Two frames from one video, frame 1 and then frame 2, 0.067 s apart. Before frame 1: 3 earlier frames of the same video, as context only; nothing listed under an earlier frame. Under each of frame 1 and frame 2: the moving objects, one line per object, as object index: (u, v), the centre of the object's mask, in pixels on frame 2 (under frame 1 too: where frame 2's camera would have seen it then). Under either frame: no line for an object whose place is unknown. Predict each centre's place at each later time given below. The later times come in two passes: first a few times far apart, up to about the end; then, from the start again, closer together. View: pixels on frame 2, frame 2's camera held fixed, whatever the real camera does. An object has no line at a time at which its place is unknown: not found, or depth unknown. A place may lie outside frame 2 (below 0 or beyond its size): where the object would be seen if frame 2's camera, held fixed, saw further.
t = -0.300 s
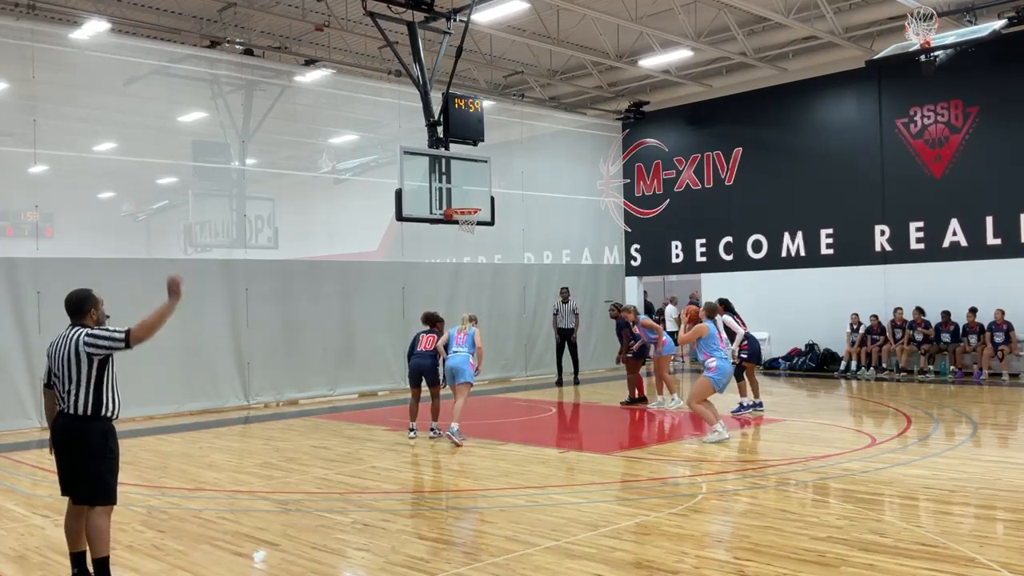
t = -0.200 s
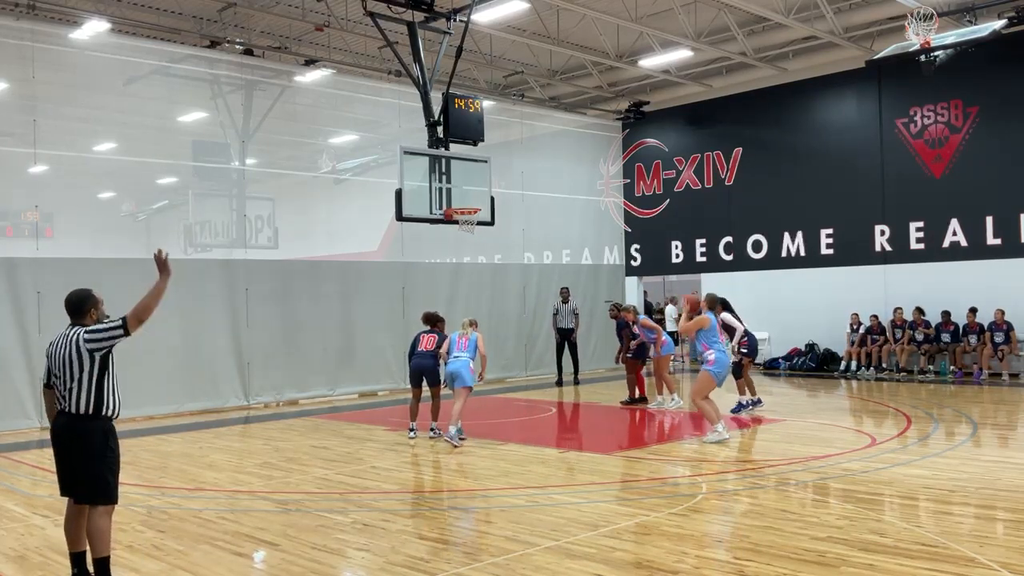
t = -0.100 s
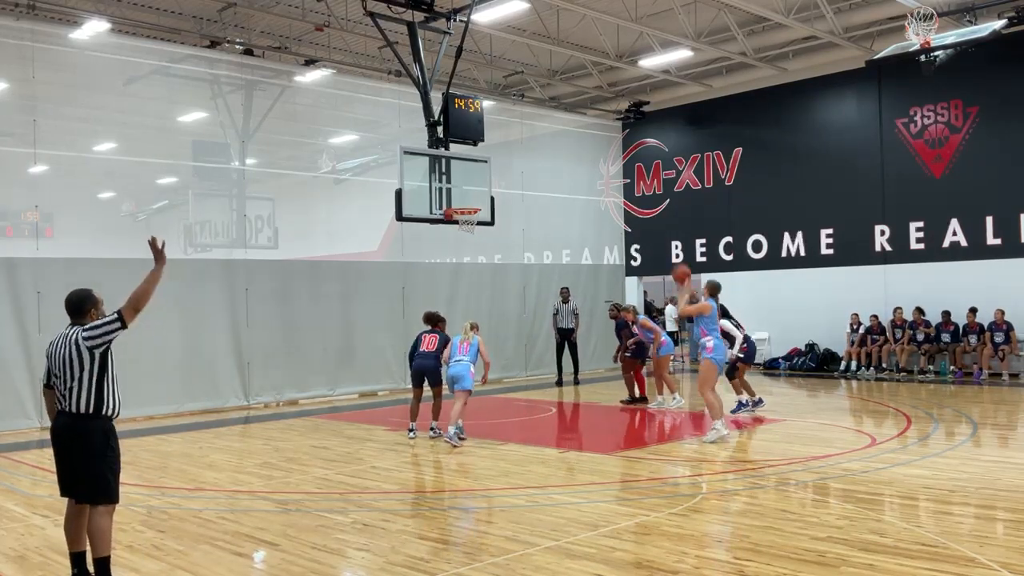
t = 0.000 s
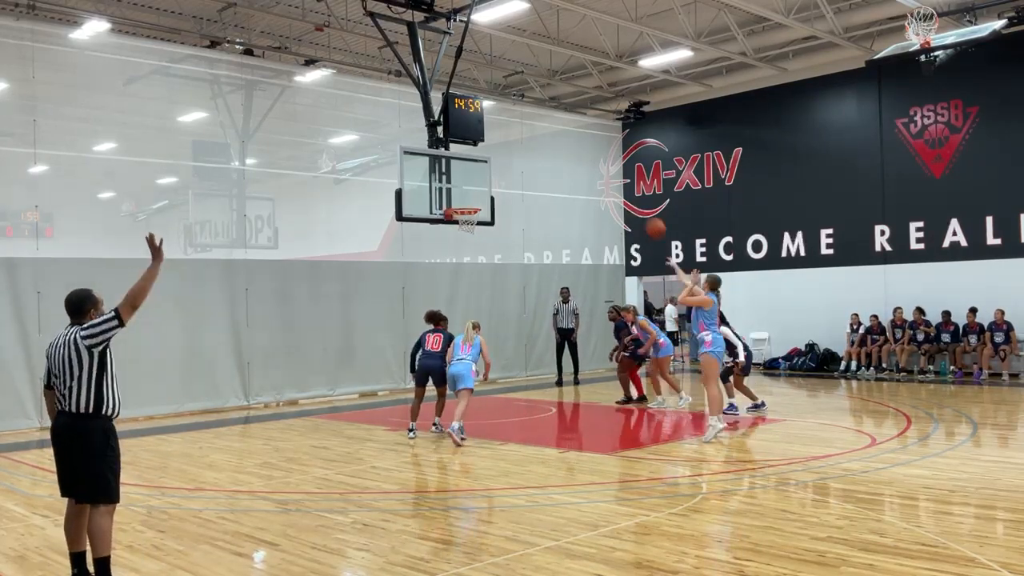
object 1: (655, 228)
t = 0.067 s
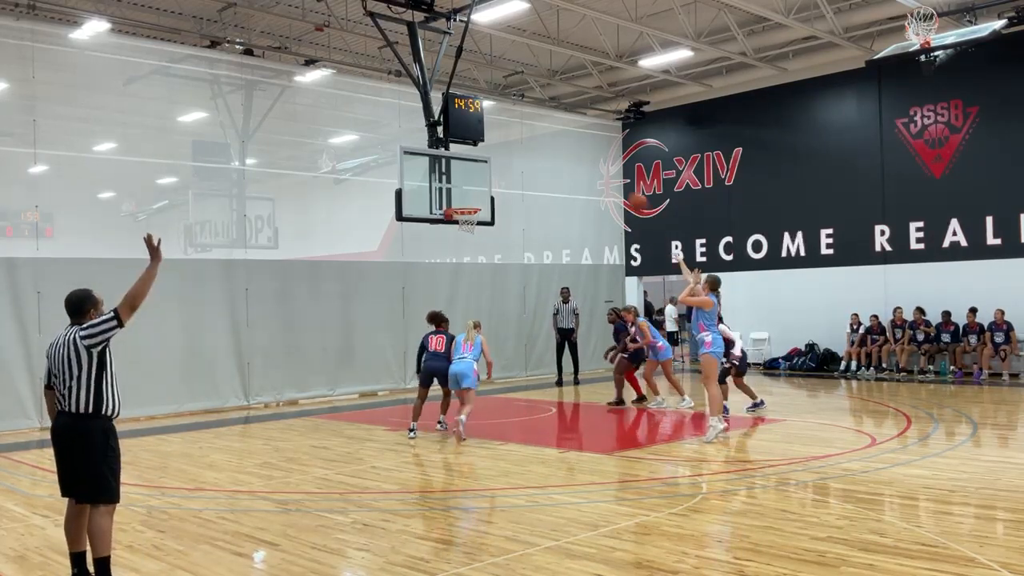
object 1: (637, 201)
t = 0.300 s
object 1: (580, 143)
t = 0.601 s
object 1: (518, 131)
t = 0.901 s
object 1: (466, 178)
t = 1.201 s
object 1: (453, 169)
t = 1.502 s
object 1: (460, 169)
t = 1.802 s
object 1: (465, 218)
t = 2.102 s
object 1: (464, 233)
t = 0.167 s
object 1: (611, 171)
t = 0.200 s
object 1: (603, 162)
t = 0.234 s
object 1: (596, 155)
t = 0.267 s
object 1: (588, 149)
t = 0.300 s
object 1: (580, 143)
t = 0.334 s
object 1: (573, 138)
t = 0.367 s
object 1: (566, 135)
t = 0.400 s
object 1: (559, 131)
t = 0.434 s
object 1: (551, 130)
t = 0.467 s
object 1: (545, 128)
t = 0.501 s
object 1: (538, 128)
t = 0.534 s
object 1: (531, 128)
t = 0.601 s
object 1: (518, 131)
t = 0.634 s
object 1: (512, 133)
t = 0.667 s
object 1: (506, 137)
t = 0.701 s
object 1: (500, 141)
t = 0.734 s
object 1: (494, 145)
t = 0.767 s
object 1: (488, 150)
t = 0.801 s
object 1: (483, 156)
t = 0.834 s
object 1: (478, 163)
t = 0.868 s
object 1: (472, 171)
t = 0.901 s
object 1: (466, 178)
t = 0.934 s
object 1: (462, 186)
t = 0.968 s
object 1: (457, 195)
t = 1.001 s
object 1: (452, 203)
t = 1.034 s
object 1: (451, 195)
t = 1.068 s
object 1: (450, 187)
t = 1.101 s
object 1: (451, 182)
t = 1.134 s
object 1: (451, 177)
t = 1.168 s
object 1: (452, 173)
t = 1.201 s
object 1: (453, 169)
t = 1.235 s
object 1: (454, 166)
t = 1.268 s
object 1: (454, 164)
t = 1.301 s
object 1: (455, 162)
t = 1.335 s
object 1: (456, 162)
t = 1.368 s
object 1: (457, 162)
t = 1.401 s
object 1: (457, 163)
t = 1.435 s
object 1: (459, 164)
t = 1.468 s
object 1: (459, 166)
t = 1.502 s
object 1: (460, 169)
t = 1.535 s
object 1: (461, 173)
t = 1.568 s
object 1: (462, 177)
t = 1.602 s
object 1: (463, 182)
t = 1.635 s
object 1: (464, 188)
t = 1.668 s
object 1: (465, 195)
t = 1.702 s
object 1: (466, 201)
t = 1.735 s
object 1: (466, 208)
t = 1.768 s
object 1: (468, 212)
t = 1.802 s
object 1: (465, 218)
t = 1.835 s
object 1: (462, 223)
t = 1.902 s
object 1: (462, 225)
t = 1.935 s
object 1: (462, 224)
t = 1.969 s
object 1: (463, 224)
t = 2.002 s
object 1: (463, 226)
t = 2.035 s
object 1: (463, 227)
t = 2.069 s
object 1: (463, 229)
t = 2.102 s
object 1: (464, 233)
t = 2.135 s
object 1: (464, 236)
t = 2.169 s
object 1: (464, 239)
